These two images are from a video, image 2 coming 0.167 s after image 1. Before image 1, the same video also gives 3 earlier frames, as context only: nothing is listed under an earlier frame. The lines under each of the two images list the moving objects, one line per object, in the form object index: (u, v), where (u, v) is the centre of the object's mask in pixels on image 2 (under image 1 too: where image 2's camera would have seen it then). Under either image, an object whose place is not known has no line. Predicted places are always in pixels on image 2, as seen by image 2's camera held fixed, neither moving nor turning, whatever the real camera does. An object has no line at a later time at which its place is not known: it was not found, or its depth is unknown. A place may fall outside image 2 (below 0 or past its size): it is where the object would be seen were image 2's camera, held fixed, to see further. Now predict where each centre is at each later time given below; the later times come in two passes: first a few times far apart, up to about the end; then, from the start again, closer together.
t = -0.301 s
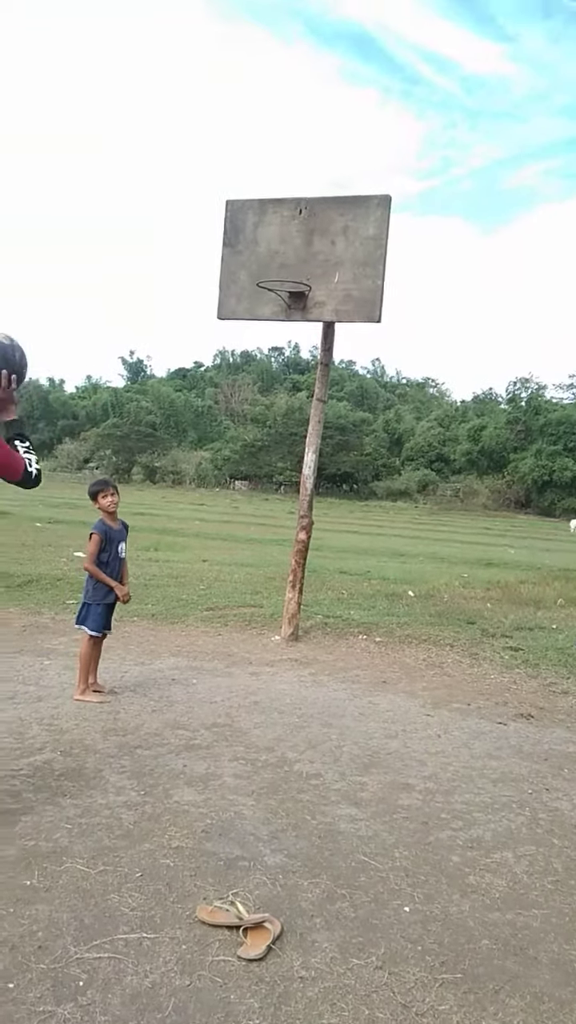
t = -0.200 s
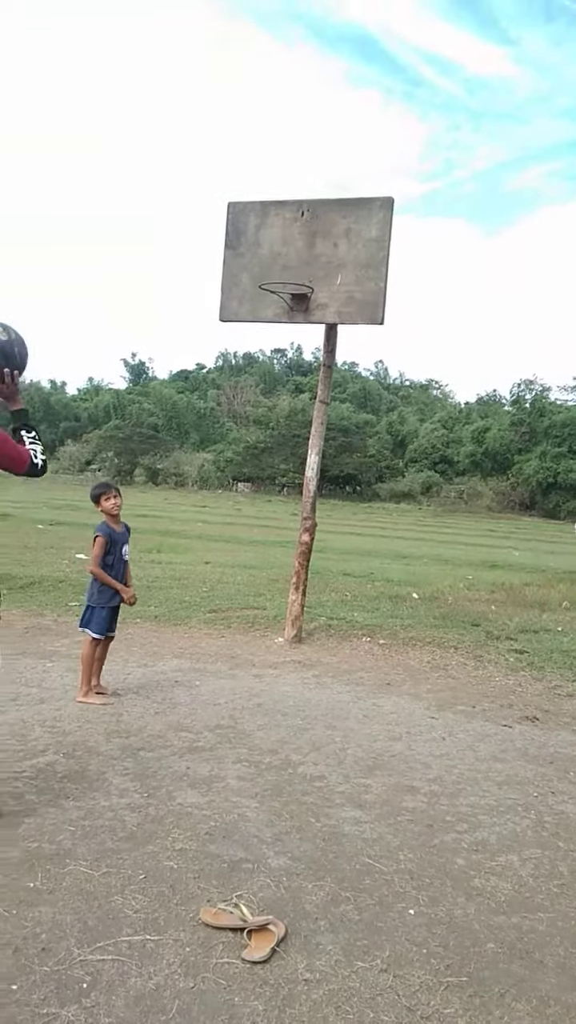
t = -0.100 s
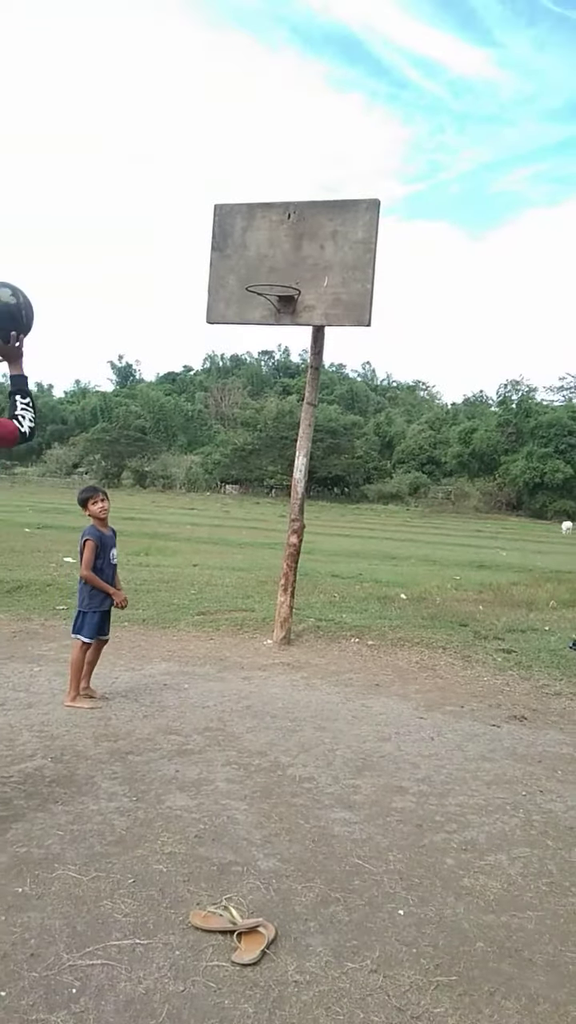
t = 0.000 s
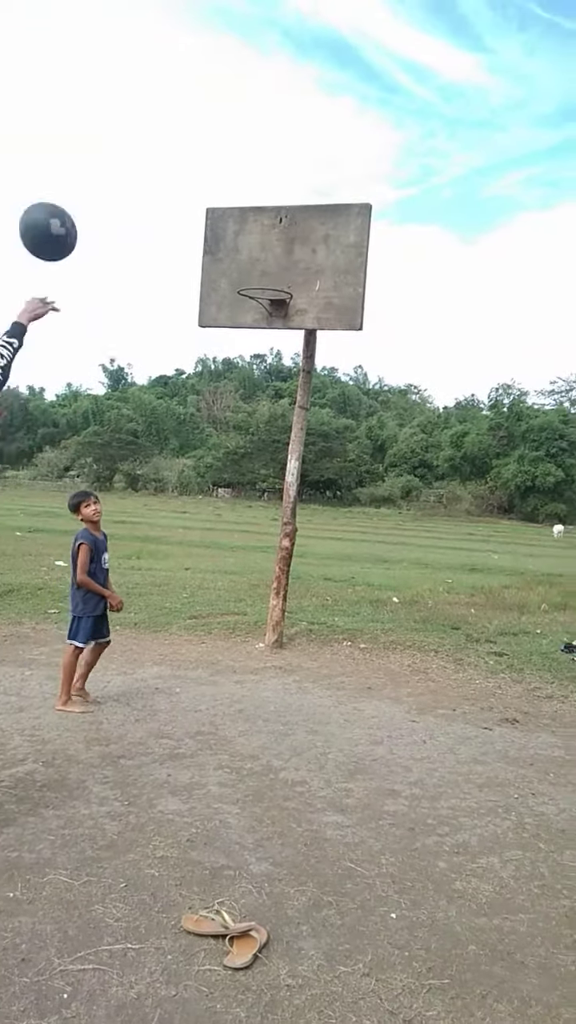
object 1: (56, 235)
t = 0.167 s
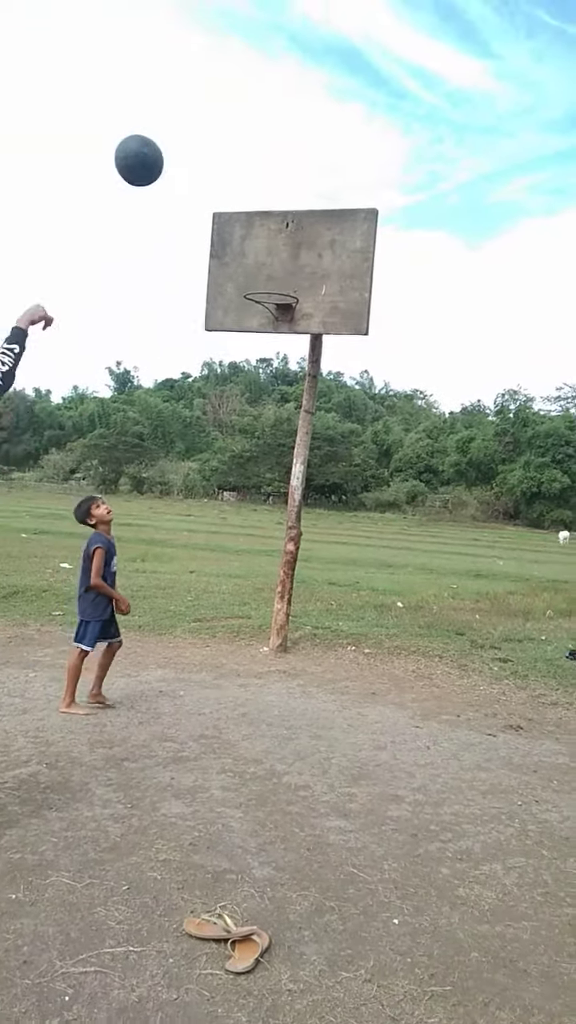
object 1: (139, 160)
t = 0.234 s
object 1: (164, 151)
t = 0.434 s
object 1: (220, 169)
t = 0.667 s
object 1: (261, 257)
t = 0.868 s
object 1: (278, 324)
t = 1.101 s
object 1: (292, 452)
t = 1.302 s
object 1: (297, 665)
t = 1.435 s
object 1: (311, 664)
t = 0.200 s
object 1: (152, 155)
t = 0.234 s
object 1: (164, 151)
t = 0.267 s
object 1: (175, 150)
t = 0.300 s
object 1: (185, 150)
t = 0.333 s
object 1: (194, 152)
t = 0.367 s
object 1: (204, 156)
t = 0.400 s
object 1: (212, 162)
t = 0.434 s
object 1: (220, 169)
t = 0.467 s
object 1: (228, 177)
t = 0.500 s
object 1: (234, 188)
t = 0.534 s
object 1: (240, 199)
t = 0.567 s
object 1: (246, 212)
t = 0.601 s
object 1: (251, 226)
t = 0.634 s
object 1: (256, 241)
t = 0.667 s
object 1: (261, 257)
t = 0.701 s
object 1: (265, 275)
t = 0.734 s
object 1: (270, 292)
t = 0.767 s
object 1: (274, 303)
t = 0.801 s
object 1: (275, 309)
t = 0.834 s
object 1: (276, 314)
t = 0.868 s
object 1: (278, 324)
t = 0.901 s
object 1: (280, 335)
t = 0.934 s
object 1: (282, 349)
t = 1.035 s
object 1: (288, 404)
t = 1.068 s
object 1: (290, 427)
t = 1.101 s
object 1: (292, 452)
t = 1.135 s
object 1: (293, 480)
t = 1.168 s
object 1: (294, 511)
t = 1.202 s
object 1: (294, 545)
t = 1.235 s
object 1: (295, 581)
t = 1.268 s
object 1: (295, 621)
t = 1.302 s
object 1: (297, 665)
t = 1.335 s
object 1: (297, 714)
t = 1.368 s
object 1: (300, 731)
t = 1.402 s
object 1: (306, 698)
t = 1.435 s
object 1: (311, 664)
